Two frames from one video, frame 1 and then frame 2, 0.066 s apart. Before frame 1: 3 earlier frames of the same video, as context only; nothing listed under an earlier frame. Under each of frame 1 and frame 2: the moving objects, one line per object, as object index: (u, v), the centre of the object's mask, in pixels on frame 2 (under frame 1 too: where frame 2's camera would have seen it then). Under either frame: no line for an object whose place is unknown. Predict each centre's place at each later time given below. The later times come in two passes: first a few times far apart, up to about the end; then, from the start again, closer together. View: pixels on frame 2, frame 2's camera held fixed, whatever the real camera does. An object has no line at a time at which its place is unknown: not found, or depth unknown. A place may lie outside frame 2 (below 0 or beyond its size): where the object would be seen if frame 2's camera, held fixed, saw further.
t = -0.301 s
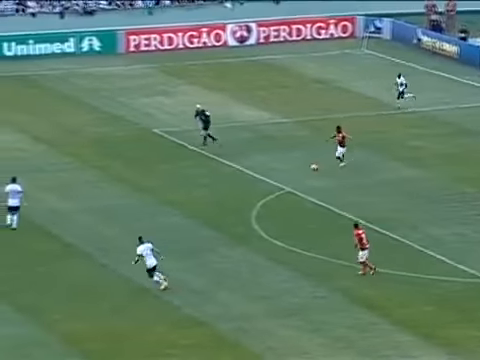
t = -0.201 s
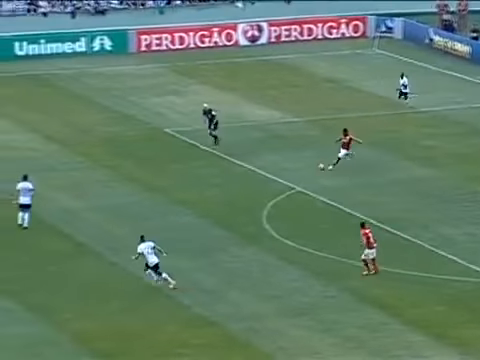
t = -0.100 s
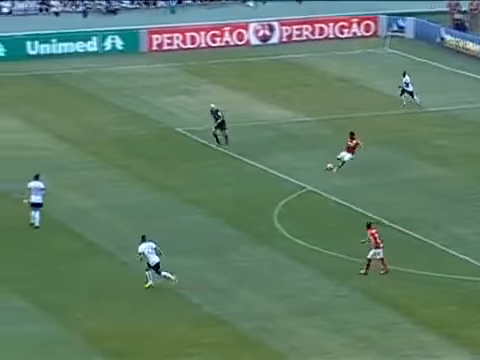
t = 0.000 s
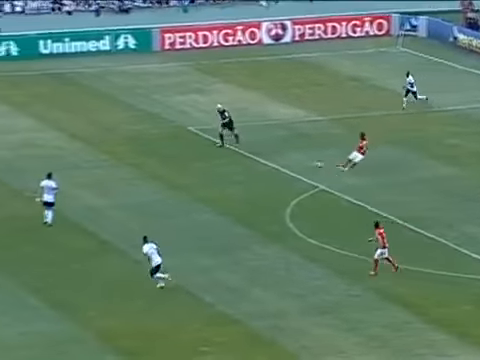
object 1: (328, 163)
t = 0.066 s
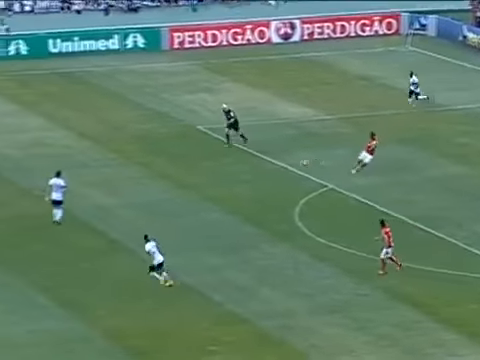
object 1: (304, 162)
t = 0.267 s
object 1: (233, 160)
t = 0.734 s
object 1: (59, 164)
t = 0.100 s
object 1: (292, 162)
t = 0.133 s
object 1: (281, 162)
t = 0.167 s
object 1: (269, 161)
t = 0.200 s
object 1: (258, 161)
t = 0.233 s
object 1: (245, 161)
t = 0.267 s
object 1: (233, 160)
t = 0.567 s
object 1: (123, 161)
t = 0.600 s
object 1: (111, 161)
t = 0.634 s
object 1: (98, 162)
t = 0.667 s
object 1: (85, 163)
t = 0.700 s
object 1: (72, 163)
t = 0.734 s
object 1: (59, 164)
